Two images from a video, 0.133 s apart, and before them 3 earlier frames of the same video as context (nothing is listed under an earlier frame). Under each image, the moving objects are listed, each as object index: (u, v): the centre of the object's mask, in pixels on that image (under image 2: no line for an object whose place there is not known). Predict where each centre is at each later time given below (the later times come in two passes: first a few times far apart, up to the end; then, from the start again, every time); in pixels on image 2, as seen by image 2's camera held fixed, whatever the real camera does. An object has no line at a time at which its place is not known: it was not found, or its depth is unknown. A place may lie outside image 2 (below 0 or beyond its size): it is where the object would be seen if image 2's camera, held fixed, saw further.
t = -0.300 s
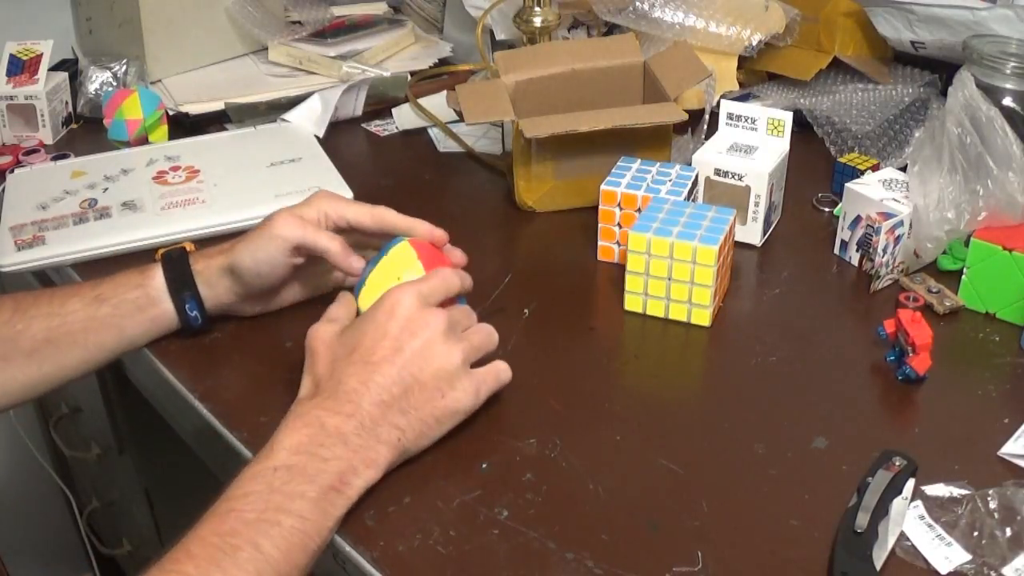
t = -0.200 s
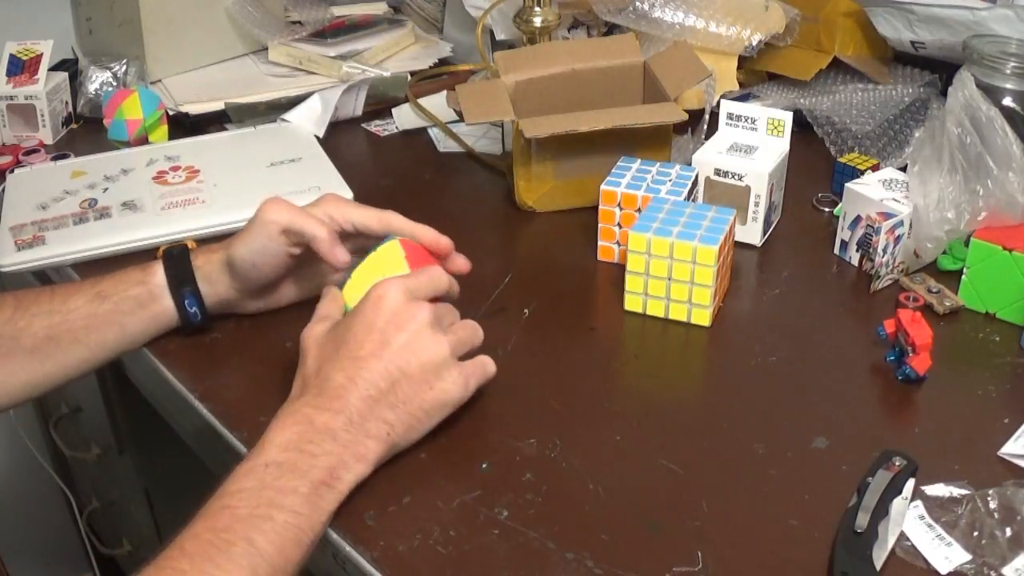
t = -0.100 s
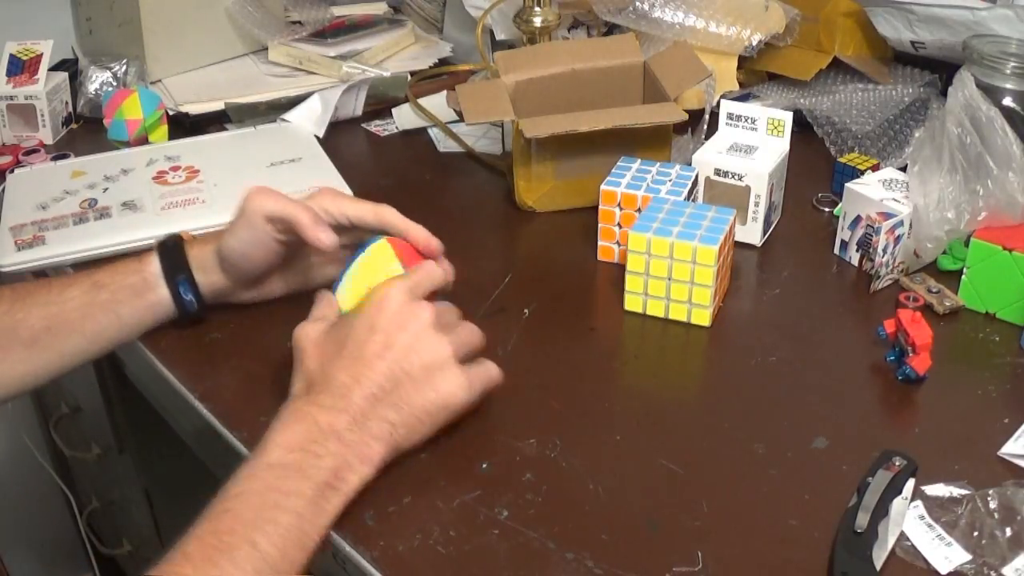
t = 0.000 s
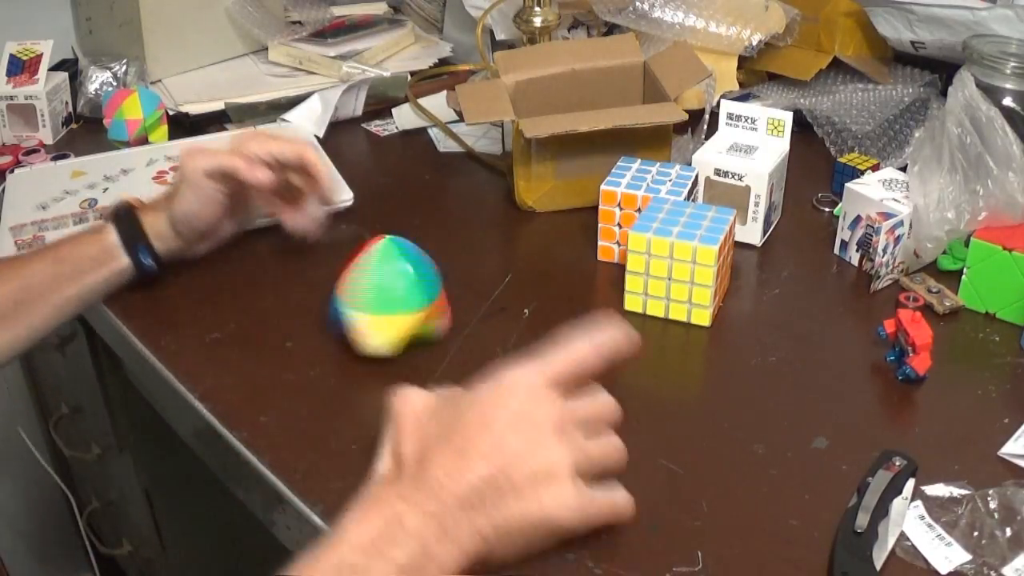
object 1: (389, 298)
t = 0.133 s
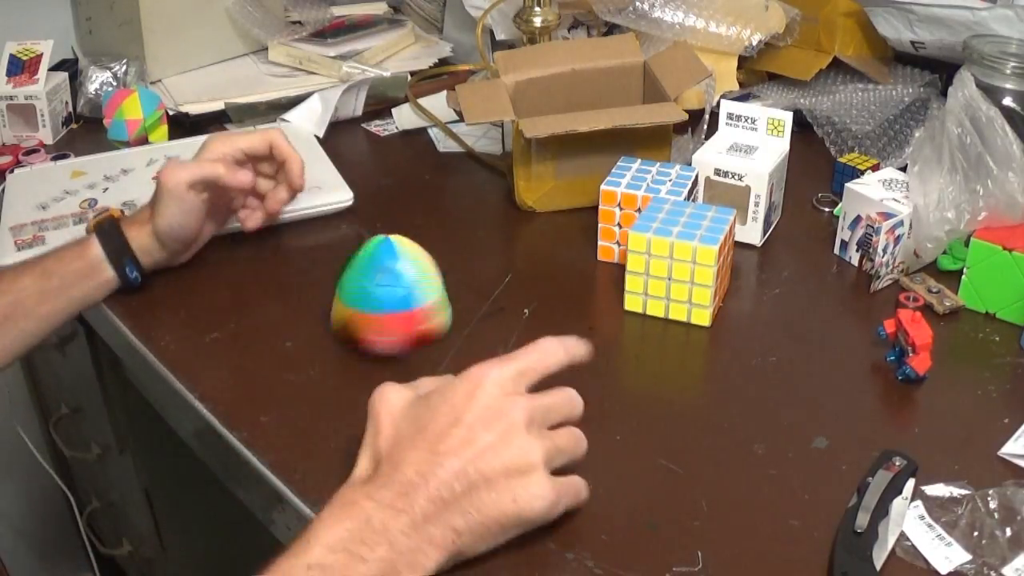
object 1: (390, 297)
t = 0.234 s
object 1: (392, 297)
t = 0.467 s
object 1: (400, 295)
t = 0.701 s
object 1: (405, 289)
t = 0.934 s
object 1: (409, 285)
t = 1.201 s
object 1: (412, 284)
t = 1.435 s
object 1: (414, 284)
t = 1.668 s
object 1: (415, 281)
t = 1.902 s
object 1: (419, 275)
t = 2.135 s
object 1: (431, 271)
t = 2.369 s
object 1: (442, 274)
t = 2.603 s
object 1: (439, 276)
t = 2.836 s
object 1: (437, 277)
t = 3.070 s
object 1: (437, 280)
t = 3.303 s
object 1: (434, 281)
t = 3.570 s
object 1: (438, 280)
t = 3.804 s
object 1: (442, 280)
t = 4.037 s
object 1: (448, 280)
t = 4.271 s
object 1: (448, 281)
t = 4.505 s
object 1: (445, 282)
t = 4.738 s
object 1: (448, 282)
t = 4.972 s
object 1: (449, 282)
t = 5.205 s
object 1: (447, 283)
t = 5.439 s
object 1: (445, 284)
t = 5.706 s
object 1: (448, 286)
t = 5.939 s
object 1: (449, 286)
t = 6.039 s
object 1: (449, 287)
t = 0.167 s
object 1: (392, 297)
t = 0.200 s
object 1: (392, 296)
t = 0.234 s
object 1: (392, 297)
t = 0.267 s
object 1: (395, 297)
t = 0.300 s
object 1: (396, 296)
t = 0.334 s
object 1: (396, 295)
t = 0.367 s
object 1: (397, 295)
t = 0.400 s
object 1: (400, 295)
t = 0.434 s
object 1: (400, 295)
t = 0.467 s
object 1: (400, 295)
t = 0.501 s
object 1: (402, 293)
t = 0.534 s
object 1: (405, 293)
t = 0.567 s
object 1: (404, 292)
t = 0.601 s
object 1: (404, 292)
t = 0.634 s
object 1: (407, 291)
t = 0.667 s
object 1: (406, 290)
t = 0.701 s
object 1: (405, 289)
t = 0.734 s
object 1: (407, 288)
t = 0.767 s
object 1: (408, 288)
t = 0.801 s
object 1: (406, 288)
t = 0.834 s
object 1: (408, 287)
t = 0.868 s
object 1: (409, 287)
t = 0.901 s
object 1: (407, 285)
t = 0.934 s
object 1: (409, 285)
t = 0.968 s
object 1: (409, 285)
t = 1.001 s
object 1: (407, 285)
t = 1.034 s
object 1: (410, 285)
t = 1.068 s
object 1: (411, 285)
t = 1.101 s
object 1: (409, 284)
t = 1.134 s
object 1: (413, 284)
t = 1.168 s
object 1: (412, 283)
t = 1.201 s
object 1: (412, 284)
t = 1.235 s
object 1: (415, 283)
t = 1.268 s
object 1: (413, 284)
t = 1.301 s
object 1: (414, 283)
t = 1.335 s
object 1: (414, 283)
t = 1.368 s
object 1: (415, 282)
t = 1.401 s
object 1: (416, 283)
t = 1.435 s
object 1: (414, 284)
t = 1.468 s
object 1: (416, 283)
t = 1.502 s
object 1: (413, 283)
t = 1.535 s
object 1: (414, 282)
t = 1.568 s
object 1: (413, 282)
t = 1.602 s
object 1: (415, 282)
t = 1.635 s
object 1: (415, 282)
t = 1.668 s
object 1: (415, 281)
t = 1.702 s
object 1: (416, 281)
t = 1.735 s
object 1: (416, 281)
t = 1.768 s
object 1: (416, 280)
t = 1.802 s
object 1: (415, 278)
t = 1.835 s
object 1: (417, 277)
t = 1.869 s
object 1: (418, 277)
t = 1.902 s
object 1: (419, 275)
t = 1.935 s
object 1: (420, 275)
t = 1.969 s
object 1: (421, 274)
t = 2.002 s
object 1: (422, 274)
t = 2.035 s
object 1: (423, 272)
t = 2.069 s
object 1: (427, 272)
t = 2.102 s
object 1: (427, 272)
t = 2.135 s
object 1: (431, 271)
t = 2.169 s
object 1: (430, 270)
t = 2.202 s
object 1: (435, 270)
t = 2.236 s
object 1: (436, 272)
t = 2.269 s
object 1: (438, 272)
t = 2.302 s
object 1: (440, 273)
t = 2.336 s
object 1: (439, 274)
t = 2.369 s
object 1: (442, 274)
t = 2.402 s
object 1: (439, 275)
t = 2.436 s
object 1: (442, 275)
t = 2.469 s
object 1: (441, 275)
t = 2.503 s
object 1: (439, 275)
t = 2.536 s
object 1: (440, 276)
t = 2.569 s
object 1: (437, 276)
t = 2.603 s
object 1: (439, 276)
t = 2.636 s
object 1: (437, 276)
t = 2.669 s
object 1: (436, 276)
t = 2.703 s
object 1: (439, 276)
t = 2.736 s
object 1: (436, 277)
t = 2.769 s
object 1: (439, 277)
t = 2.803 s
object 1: (439, 277)
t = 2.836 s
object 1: (437, 277)
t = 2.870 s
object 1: (440, 278)
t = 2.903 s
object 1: (437, 278)
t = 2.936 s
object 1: (436, 279)
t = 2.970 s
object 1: (440, 279)
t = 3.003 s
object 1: (435, 280)
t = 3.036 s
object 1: (435, 280)
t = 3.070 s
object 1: (437, 280)
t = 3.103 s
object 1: (434, 281)
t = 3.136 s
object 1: (436, 280)
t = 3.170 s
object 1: (437, 280)
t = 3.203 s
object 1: (434, 280)
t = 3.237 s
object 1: (436, 280)
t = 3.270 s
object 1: (437, 280)
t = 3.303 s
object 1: (434, 281)
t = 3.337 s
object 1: (435, 281)
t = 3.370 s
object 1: (437, 281)
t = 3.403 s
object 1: (433, 281)
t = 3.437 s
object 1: (434, 280)
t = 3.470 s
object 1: (436, 280)
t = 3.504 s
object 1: (434, 280)
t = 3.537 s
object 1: (435, 280)
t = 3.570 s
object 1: (438, 280)
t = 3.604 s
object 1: (436, 279)
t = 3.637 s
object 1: (436, 279)
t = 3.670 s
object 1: (439, 279)
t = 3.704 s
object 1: (439, 279)
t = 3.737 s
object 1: (437, 280)
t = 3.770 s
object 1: (440, 279)
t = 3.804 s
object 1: (442, 280)
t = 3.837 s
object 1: (440, 279)
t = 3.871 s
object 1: (441, 280)
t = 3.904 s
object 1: (445, 279)
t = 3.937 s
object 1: (444, 279)
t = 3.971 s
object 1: (443, 279)
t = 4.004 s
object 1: (446, 280)
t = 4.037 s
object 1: (448, 280)
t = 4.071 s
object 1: (446, 279)
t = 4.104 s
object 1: (445, 279)
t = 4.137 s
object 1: (449, 279)
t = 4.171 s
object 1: (450, 280)
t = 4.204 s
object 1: (447, 280)
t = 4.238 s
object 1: (446, 281)
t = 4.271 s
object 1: (448, 281)
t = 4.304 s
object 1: (449, 282)
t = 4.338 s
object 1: (447, 281)
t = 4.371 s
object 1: (445, 282)
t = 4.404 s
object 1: (447, 282)
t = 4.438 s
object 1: (450, 282)
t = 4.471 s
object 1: (448, 282)
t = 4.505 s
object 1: (445, 282)
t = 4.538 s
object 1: (446, 283)
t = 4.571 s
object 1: (449, 283)
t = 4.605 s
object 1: (448, 282)
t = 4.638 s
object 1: (446, 282)
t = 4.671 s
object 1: (444, 282)
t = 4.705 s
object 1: (446, 282)
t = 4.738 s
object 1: (448, 282)
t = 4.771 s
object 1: (448, 282)
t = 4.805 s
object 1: (446, 282)
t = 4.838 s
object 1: (446, 283)
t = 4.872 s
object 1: (448, 283)
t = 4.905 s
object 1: (451, 283)
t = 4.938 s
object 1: (451, 282)
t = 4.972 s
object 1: (449, 282)
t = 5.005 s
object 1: (447, 283)
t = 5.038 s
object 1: (448, 283)
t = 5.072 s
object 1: (451, 283)
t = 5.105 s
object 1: (452, 283)
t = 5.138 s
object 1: (451, 283)
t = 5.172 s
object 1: (449, 283)
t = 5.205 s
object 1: (447, 283)
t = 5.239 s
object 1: (448, 284)
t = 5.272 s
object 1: (450, 284)
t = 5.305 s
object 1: (451, 284)
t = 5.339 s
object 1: (449, 284)
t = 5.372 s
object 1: (447, 284)
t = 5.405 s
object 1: (445, 284)
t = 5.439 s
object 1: (445, 284)
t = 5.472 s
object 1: (447, 285)
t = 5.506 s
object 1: (449, 285)
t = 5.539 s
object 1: (451, 285)
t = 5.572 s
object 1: (450, 285)
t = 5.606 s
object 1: (449, 285)
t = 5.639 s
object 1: (448, 285)
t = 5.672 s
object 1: (447, 286)
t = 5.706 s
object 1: (448, 286)
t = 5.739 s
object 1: (450, 286)
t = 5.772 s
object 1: (451, 286)
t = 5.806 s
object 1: (453, 286)
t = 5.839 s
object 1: (452, 286)
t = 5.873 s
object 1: (451, 286)
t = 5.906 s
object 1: (450, 285)
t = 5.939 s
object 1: (449, 286)
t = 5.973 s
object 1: (448, 286)
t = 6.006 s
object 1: (448, 286)
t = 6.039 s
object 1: (449, 287)
